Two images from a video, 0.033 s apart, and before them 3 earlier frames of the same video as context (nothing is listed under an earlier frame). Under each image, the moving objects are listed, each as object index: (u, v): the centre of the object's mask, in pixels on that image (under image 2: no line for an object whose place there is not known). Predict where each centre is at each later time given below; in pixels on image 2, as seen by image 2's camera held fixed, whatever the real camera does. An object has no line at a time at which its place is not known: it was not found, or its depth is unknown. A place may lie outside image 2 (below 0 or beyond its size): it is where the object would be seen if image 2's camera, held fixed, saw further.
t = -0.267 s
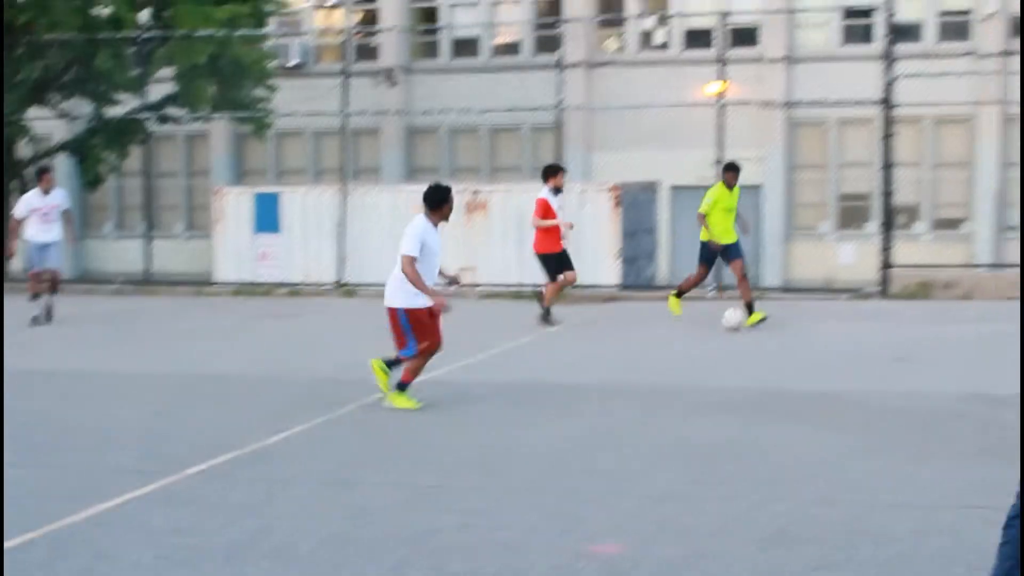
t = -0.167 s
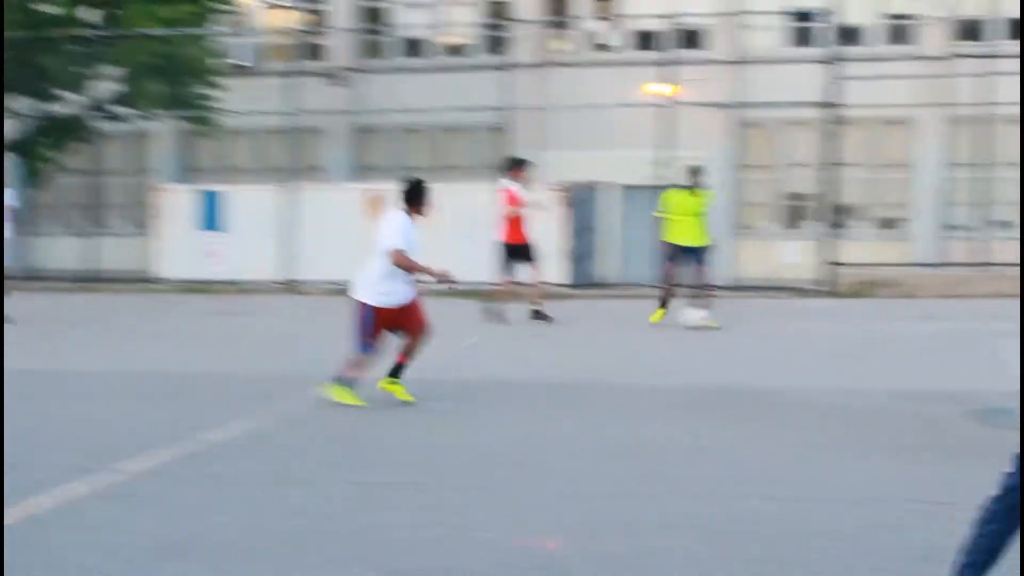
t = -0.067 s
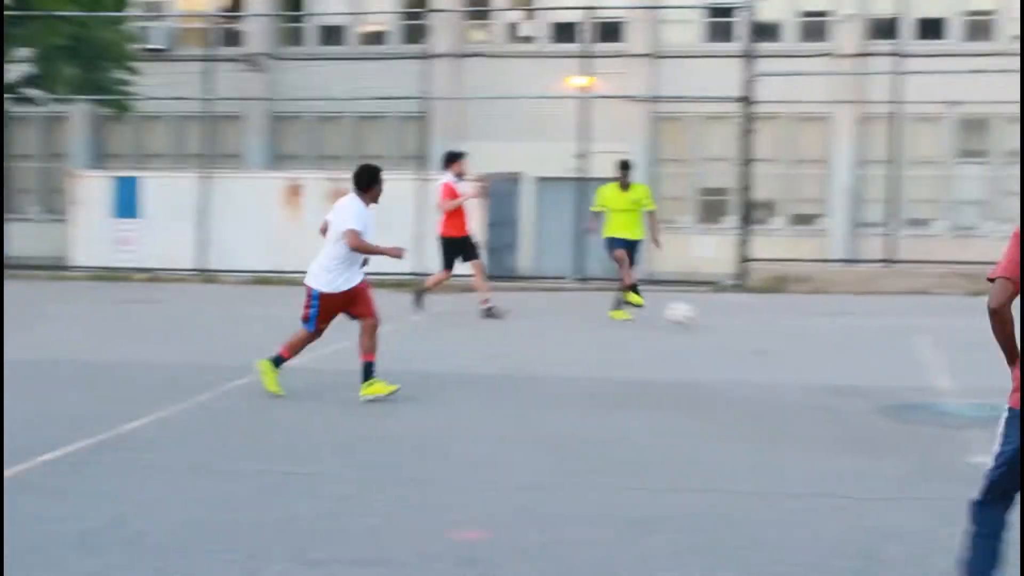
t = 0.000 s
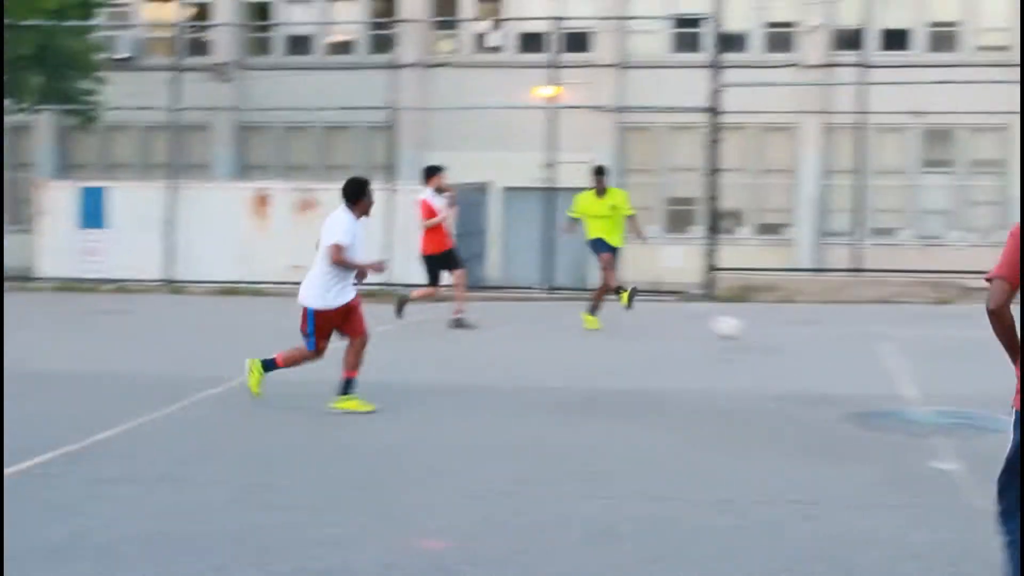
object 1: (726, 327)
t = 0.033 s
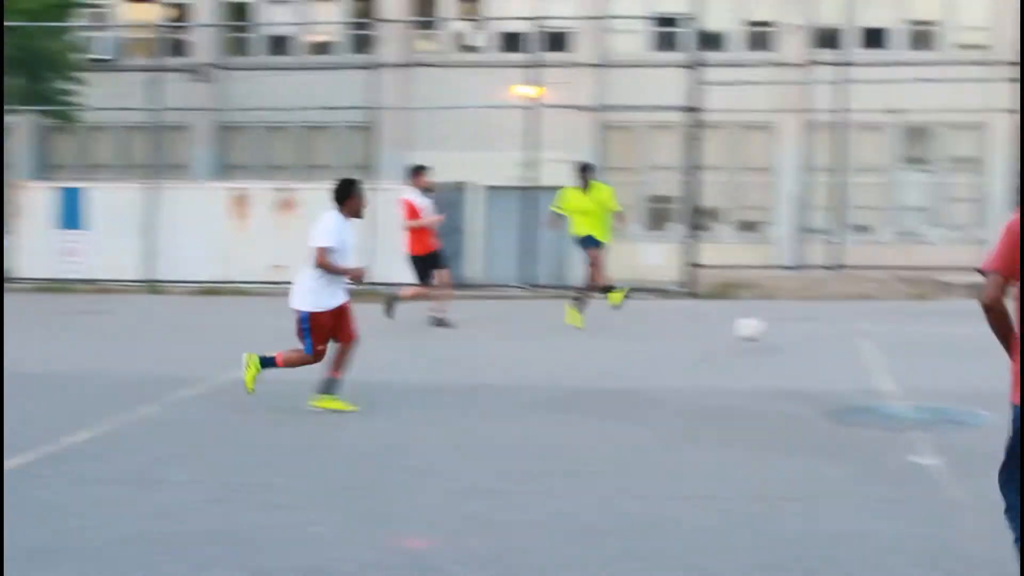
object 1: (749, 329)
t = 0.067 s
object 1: (795, 335)
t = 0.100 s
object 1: (845, 345)
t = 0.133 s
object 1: (895, 355)
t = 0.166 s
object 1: (944, 356)
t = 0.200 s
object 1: (991, 357)
